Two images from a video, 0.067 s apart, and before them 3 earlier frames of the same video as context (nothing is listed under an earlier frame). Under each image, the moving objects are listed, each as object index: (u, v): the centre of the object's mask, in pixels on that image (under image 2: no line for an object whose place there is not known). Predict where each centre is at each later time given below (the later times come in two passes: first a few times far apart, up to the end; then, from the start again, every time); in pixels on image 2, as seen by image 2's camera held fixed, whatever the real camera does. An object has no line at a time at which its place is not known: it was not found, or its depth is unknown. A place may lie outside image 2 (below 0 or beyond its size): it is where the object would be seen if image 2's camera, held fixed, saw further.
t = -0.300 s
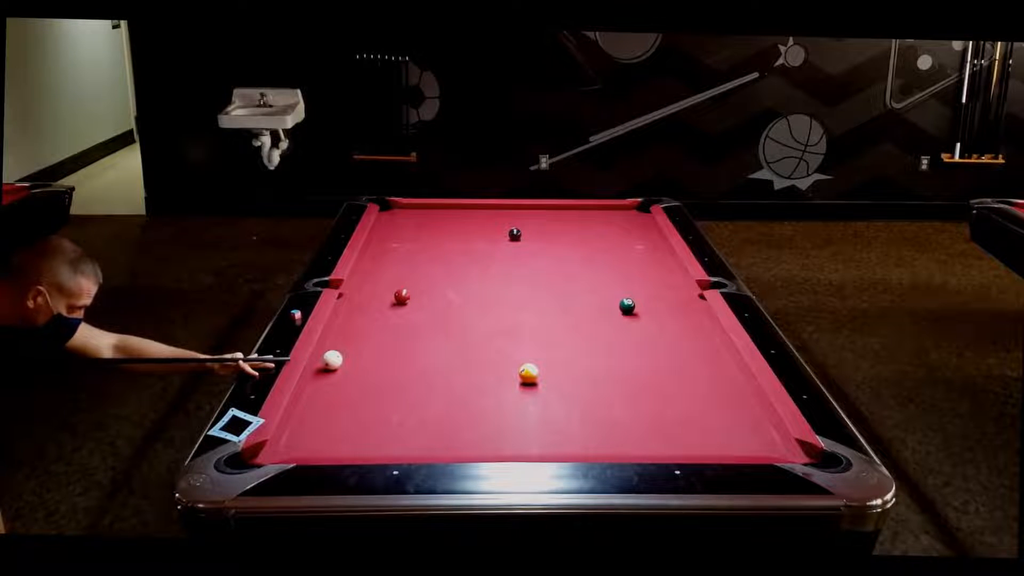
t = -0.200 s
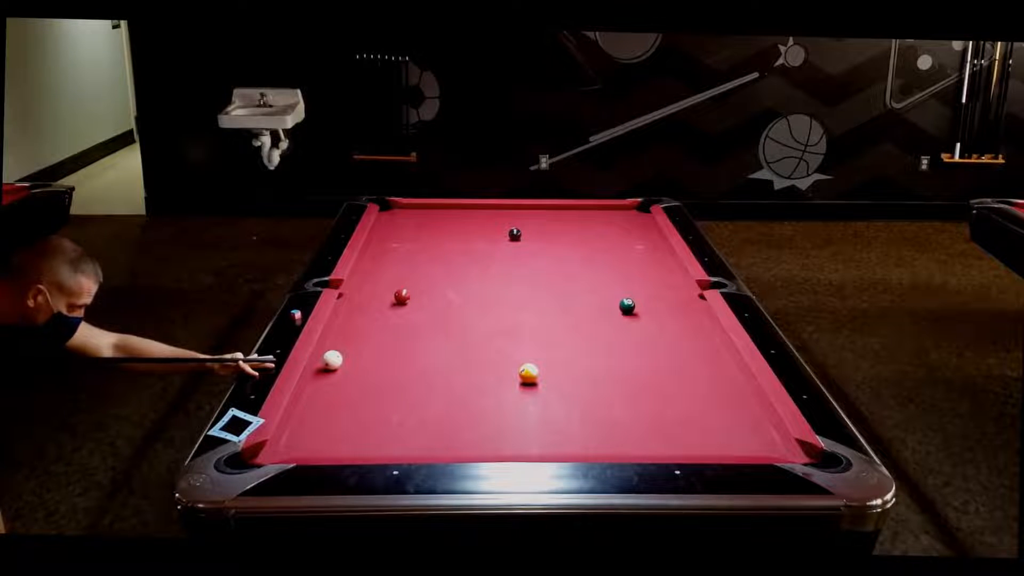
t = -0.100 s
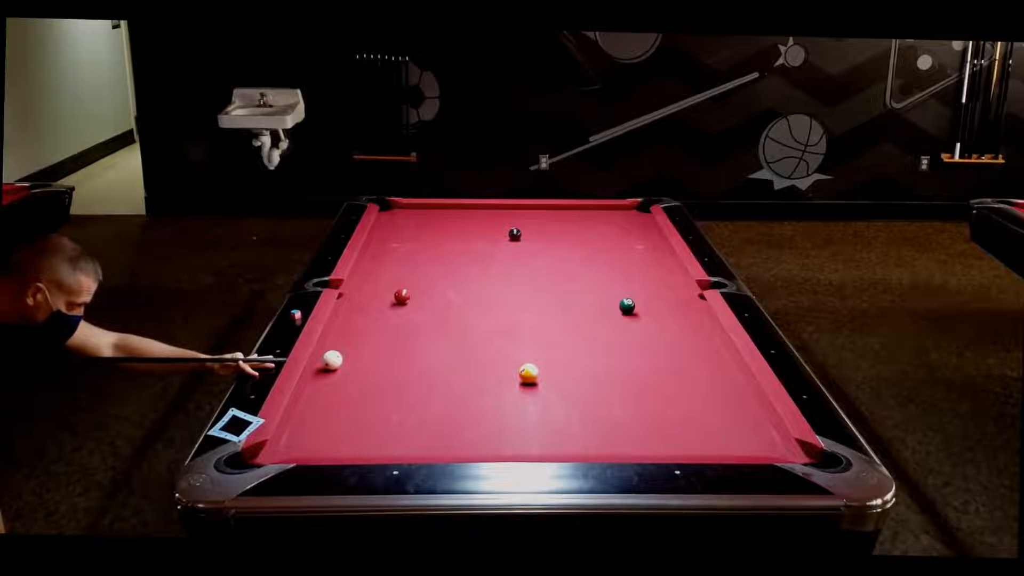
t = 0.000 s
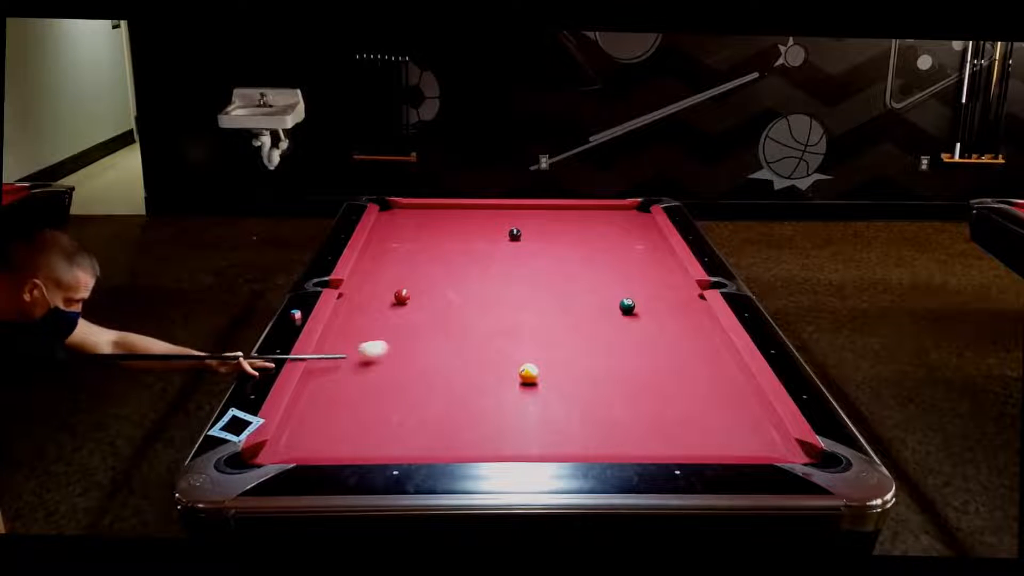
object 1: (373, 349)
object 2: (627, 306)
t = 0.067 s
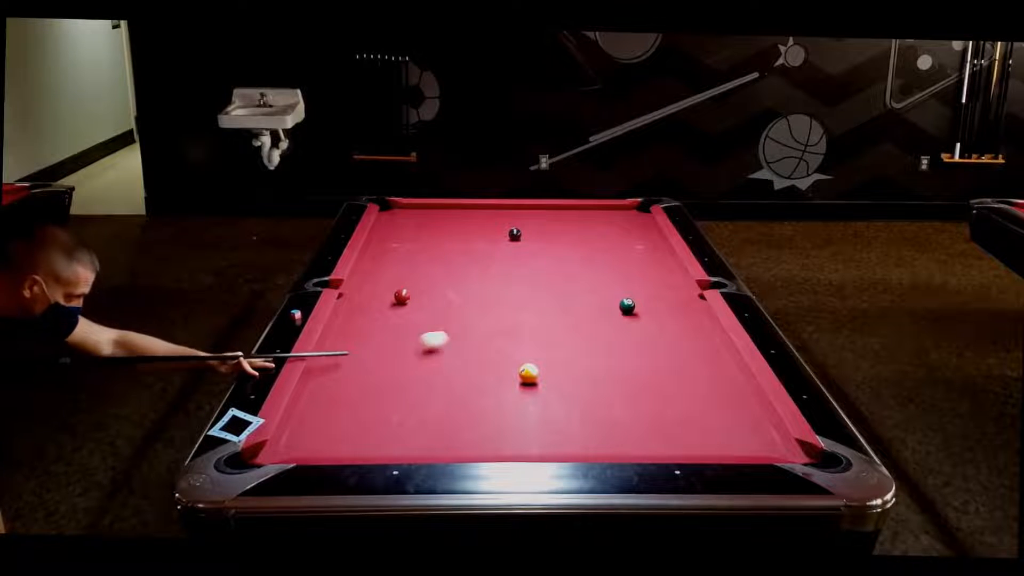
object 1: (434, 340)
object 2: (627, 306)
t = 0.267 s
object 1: (580, 316)
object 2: (627, 306)
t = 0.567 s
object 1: (664, 314)
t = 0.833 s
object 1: (693, 315)
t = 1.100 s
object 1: (659, 315)
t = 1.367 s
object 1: (627, 315)
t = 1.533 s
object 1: (608, 315)
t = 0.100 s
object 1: (462, 335)
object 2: (627, 306)
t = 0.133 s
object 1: (488, 331)
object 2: (627, 306)
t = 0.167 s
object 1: (513, 327)
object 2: (627, 306)
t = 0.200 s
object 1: (537, 323)
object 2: (627, 306)
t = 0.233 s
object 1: (559, 319)
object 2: (627, 306)
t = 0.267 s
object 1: (580, 316)
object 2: (627, 306)
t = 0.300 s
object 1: (601, 312)
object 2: (627, 306)
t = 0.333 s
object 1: (617, 310)
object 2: (632, 304)
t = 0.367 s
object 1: (622, 311)
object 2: (647, 299)
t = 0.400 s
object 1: (627, 312)
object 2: (660, 295)
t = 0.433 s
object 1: (633, 313)
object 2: (673, 292)
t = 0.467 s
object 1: (640, 314)
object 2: (685, 288)
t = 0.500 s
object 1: (647, 314)
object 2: (699, 285)
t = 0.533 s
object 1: (655, 315)
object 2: (703, 287)
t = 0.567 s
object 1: (664, 314)
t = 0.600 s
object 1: (672, 315)
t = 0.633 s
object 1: (681, 315)
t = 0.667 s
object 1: (689, 315)
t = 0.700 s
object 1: (697, 314)
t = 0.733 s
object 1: (705, 315)
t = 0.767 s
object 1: (703, 315)
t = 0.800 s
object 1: (698, 315)
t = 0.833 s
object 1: (693, 315)
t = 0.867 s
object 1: (689, 315)
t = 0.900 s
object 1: (685, 315)
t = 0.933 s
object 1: (680, 315)
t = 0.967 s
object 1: (676, 315)
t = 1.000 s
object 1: (672, 315)
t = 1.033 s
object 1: (668, 315)
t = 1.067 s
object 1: (663, 315)
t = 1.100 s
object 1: (659, 315)
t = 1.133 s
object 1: (655, 315)
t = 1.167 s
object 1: (651, 315)
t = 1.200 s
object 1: (647, 315)
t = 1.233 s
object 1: (643, 315)
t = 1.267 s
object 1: (639, 315)
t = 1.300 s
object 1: (635, 315)
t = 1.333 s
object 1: (631, 315)
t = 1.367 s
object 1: (627, 315)
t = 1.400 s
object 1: (623, 315)
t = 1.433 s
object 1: (620, 315)
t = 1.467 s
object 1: (616, 315)
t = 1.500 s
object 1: (612, 315)
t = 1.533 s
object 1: (608, 315)
